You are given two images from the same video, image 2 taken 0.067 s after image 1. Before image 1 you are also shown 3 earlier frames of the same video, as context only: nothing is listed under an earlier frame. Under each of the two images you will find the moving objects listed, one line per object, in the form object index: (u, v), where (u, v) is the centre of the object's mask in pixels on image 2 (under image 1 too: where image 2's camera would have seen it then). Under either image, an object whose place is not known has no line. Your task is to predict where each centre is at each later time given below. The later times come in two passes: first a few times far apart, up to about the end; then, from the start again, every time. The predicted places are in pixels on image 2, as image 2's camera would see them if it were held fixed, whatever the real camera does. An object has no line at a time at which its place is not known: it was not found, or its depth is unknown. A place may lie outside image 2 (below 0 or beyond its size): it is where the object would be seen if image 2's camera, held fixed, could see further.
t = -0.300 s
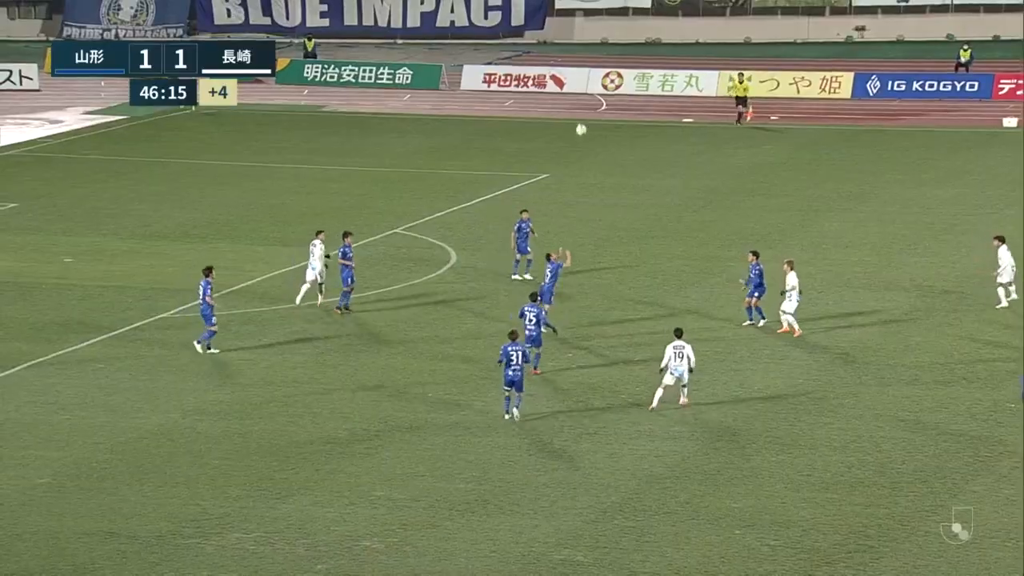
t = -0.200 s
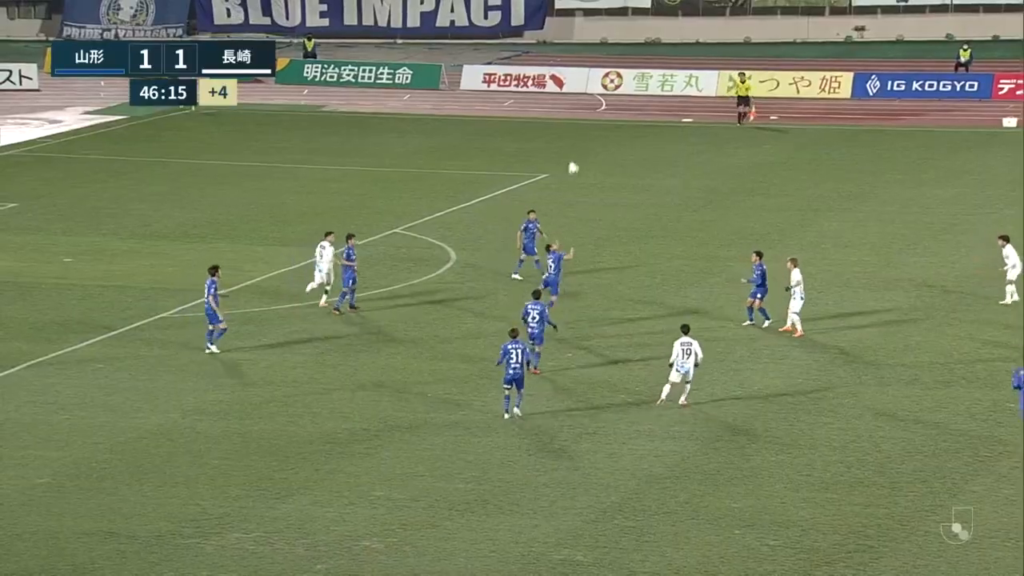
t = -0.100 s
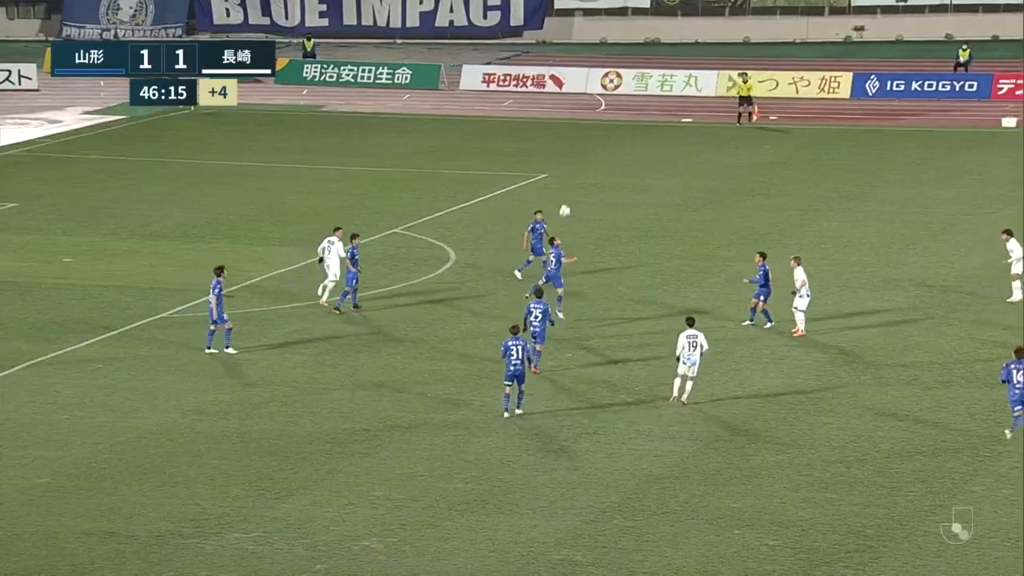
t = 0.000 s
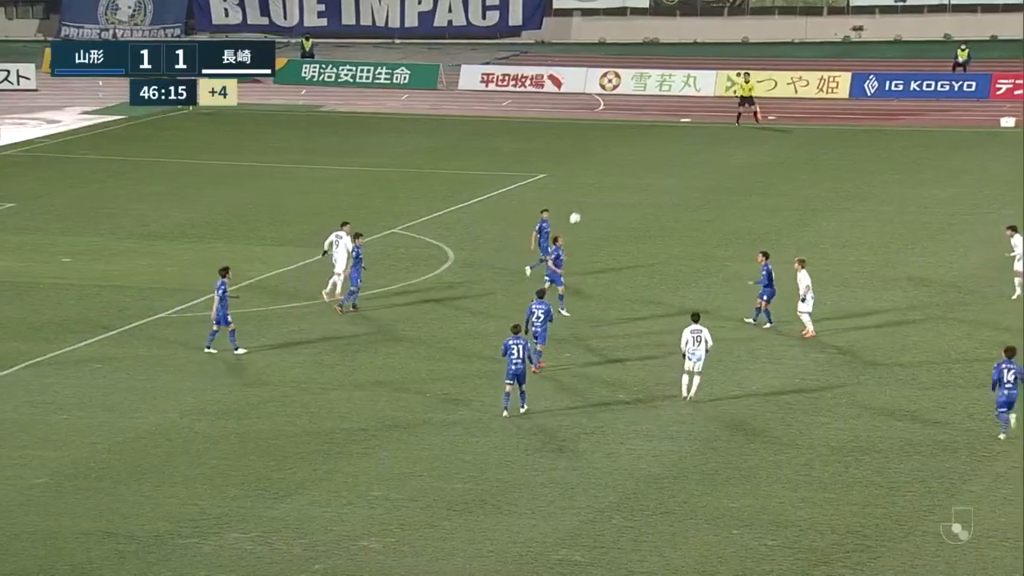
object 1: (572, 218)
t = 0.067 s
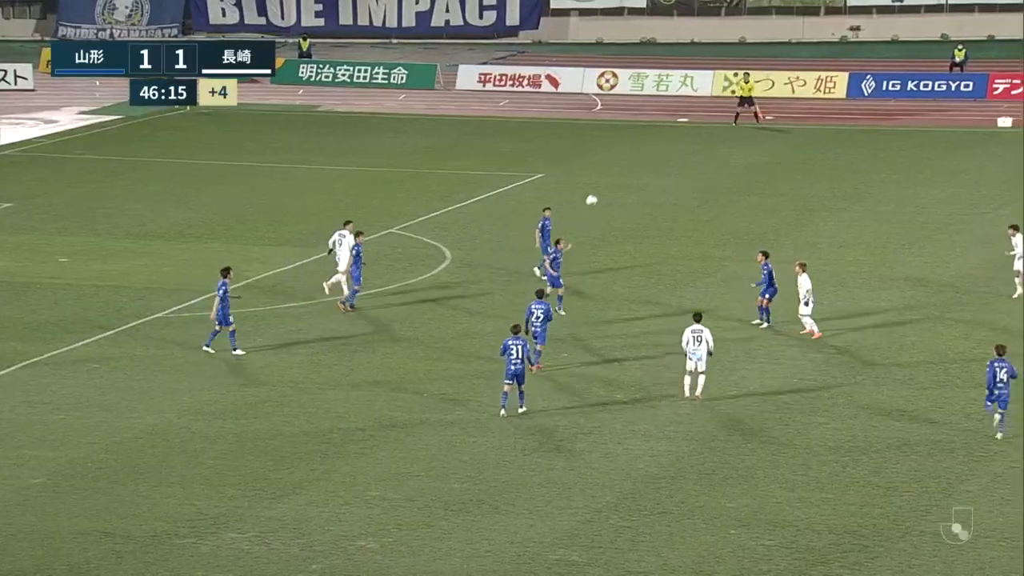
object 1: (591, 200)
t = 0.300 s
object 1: (659, 154)
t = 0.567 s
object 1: (734, 134)
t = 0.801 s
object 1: (800, 143)
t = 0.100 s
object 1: (601, 191)
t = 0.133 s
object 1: (610, 184)
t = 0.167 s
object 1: (620, 177)
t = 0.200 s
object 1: (630, 171)
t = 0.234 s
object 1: (640, 165)
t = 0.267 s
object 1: (649, 159)
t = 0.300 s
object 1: (659, 154)
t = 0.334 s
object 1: (668, 150)
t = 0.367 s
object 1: (678, 146)
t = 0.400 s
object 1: (687, 143)
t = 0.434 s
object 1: (697, 140)
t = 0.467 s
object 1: (706, 138)
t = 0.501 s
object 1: (716, 136)
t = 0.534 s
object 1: (725, 135)
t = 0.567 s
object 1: (734, 134)
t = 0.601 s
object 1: (744, 134)
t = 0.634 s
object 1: (753, 134)
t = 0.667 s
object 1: (762, 135)
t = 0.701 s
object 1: (772, 136)
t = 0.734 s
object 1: (781, 138)
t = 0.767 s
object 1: (791, 141)
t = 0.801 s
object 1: (800, 143)
